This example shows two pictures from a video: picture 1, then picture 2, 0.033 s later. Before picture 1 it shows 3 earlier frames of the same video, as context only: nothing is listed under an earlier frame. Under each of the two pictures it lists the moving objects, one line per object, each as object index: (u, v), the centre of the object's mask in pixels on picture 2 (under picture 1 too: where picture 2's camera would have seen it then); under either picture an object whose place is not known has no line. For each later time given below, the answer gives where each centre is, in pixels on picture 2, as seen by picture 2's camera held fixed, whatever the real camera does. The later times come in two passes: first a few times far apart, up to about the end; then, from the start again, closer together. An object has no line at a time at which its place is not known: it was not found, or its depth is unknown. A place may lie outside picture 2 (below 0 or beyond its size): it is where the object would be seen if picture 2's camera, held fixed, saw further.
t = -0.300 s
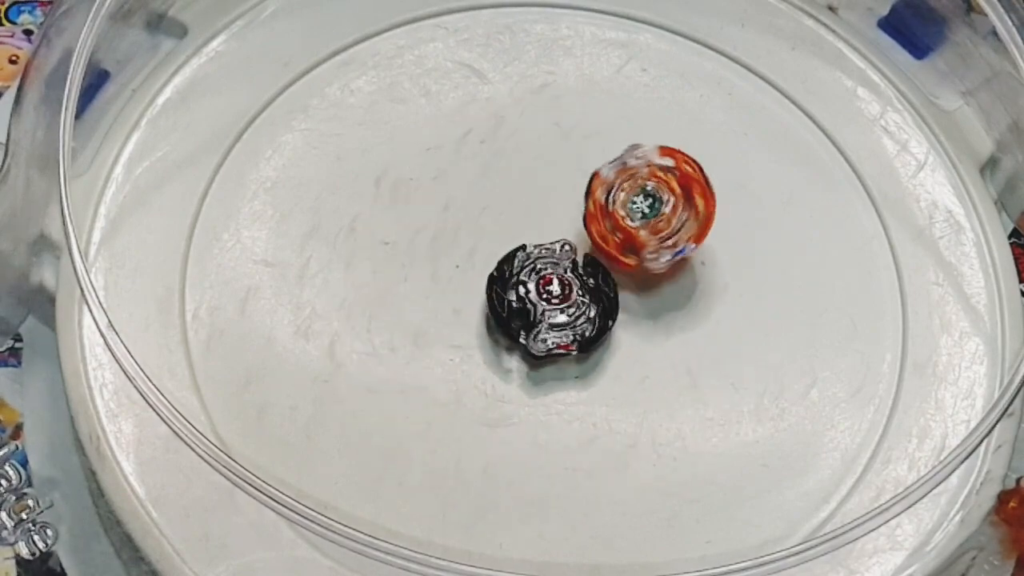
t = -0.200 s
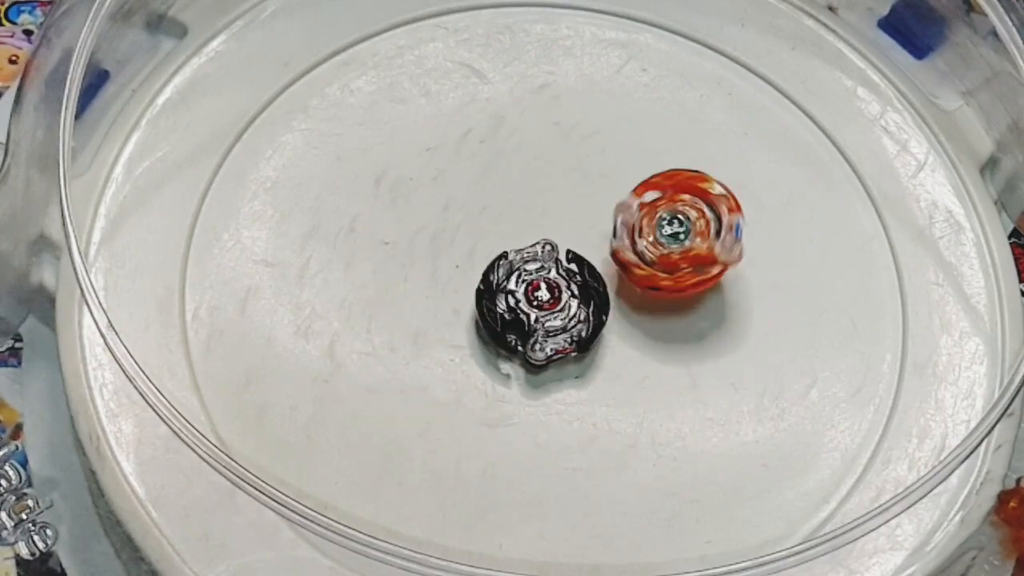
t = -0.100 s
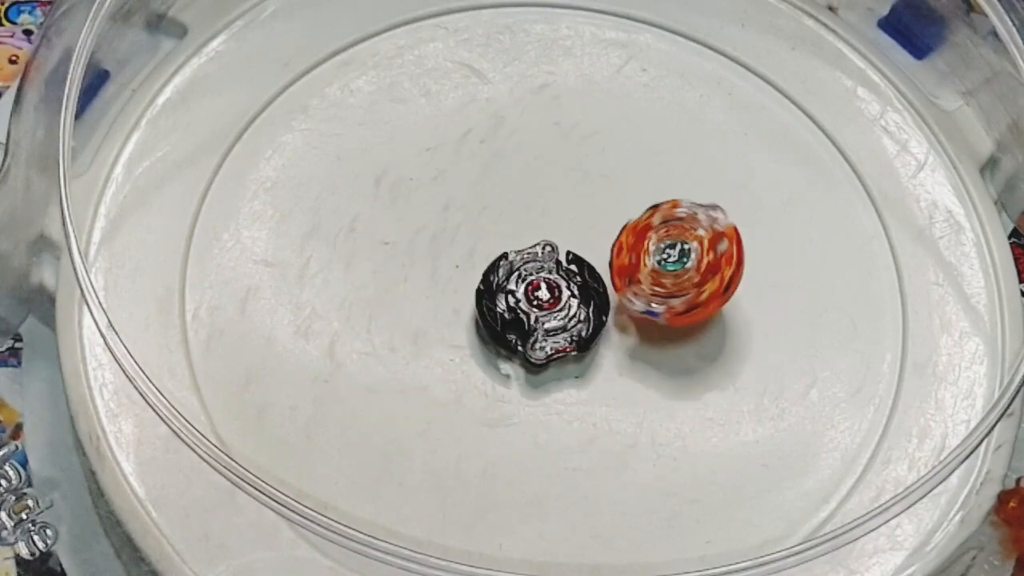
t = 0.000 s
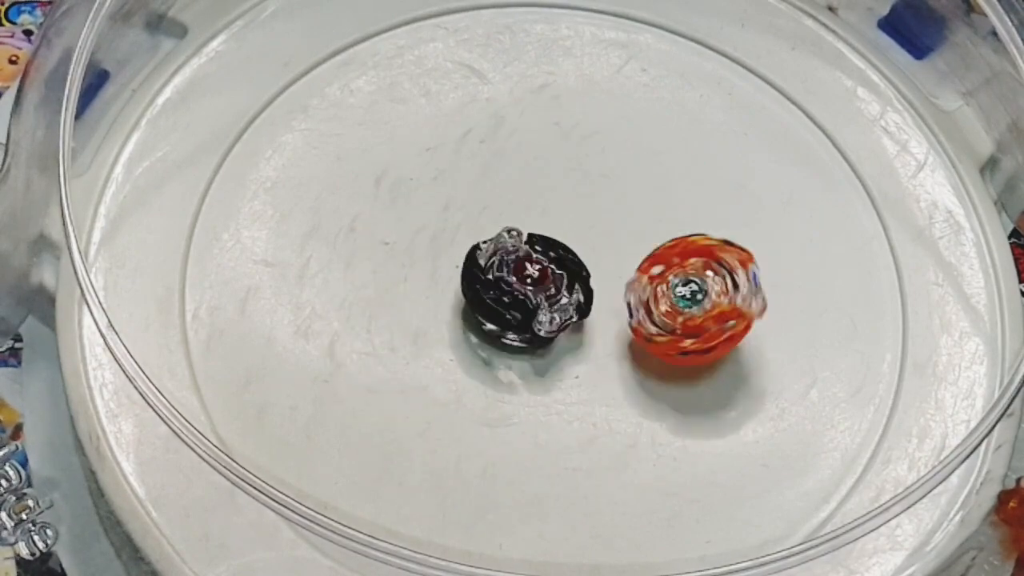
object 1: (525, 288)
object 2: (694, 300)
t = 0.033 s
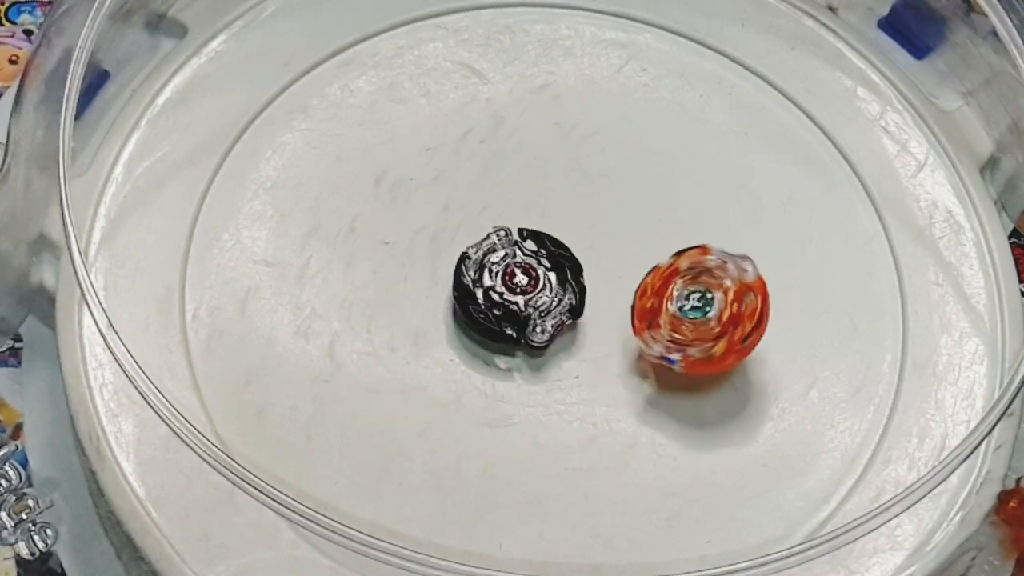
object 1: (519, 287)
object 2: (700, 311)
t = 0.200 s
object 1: (519, 289)
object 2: (674, 358)
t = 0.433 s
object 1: (518, 286)
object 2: (583, 376)
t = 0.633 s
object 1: (517, 286)
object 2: (580, 376)
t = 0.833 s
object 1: (518, 283)
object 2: (577, 377)
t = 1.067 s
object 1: (521, 280)
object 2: (571, 380)
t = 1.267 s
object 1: (521, 278)
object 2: (568, 382)
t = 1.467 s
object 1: (522, 277)
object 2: (566, 385)
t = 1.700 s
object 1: (522, 276)
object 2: (563, 388)
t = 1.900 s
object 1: (522, 275)
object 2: (560, 390)
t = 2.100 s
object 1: (523, 274)
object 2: (555, 392)
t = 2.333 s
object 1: (523, 274)
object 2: (550, 395)
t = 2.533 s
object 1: (523, 274)
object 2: (546, 394)
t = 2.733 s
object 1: (523, 274)
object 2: (544, 395)
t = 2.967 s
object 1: (523, 274)
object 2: (541, 396)
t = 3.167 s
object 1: (523, 274)
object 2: (538, 397)
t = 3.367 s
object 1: (523, 274)
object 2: (535, 396)
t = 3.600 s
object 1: (523, 274)
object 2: (531, 397)
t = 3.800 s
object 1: (523, 274)
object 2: (526, 397)
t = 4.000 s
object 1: (523, 274)
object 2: (523, 395)
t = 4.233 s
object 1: (523, 274)
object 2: (521, 395)
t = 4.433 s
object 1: (523, 274)
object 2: (520, 396)
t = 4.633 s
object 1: (523, 274)
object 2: (517, 394)
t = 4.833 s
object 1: (523, 274)
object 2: (513, 394)
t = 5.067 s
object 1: (523, 274)
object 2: (508, 393)
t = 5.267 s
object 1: (523, 274)
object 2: (505, 390)
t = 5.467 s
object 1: (523, 274)
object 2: (503, 390)
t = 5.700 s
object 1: (523, 274)
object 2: (502, 389)
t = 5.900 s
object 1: (523, 274)
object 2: (499, 388)
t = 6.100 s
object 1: (523, 274)
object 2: (496, 386)
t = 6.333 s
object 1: (523, 274)
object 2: (492, 385)
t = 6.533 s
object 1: (524, 273)
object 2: (489, 383)
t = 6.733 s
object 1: (525, 272)
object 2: (459, 356)
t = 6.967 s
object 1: (531, 271)
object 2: (393, 266)
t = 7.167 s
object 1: (538, 273)
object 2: (421, 190)
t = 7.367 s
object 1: (538, 278)
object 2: (499, 145)
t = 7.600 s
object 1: (538, 279)
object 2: (611, 168)
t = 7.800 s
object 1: (537, 281)
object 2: (676, 253)
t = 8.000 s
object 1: (537, 280)
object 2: (656, 339)
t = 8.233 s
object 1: (537, 276)
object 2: (537, 373)
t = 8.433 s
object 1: (543, 271)
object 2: (448, 327)
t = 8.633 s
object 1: (544, 272)
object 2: (411, 248)
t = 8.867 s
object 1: (547, 281)
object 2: (464, 170)
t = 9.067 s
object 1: (548, 286)
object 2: (562, 156)
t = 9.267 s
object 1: (540, 294)
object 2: (641, 199)
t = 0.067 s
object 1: (518, 288)
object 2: (701, 321)
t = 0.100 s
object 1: (519, 288)
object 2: (697, 333)
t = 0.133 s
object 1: (519, 288)
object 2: (690, 344)
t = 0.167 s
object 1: (519, 289)
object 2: (684, 352)
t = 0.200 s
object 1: (519, 289)
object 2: (674, 358)
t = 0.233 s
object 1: (519, 289)
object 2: (662, 364)
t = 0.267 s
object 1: (519, 289)
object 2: (648, 368)
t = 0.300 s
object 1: (519, 289)
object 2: (632, 372)
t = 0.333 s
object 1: (519, 289)
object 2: (614, 373)
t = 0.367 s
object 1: (518, 288)
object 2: (597, 376)
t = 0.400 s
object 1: (517, 287)
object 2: (583, 377)
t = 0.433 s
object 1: (518, 286)
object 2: (583, 376)
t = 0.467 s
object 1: (517, 287)
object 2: (582, 377)
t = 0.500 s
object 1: (517, 287)
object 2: (582, 376)
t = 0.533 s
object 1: (518, 286)
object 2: (581, 376)
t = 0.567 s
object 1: (517, 286)
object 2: (581, 376)
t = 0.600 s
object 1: (517, 286)
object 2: (580, 376)
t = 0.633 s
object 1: (517, 286)
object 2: (580, 376)
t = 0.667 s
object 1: (517, 286)
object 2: (579, 376)
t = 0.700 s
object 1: (517, 286)
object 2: (578, 375)
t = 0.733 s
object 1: (517, 286)
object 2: (578, 376)
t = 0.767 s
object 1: (517, 285)
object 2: (578, 377)
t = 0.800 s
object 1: (517, 284)
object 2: (577, 377)
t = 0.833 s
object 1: (518, 283)
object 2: (577, 377)
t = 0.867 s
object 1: (518, 283)
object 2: (576, 377)
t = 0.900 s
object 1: (519, 282)
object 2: (576, 378)
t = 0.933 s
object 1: (519, 282)
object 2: (575, 379)
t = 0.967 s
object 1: (519, 281)
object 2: (574, 379)
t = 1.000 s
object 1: (520, 281)
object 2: (573, 379)
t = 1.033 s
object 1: (520, 280)
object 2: (572, 379)
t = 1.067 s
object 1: (521, 280)
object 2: (571, 380)
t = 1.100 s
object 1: (521, 280)
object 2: (571, 380)
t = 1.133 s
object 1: (520, 280)
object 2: (570, 380)
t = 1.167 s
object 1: (521, 279)
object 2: (569, 381)
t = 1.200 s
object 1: (521, 279)
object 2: (569, 381)
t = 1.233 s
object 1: (521, 279)
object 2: (569, 381)
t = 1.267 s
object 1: (521, 278)
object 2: (568, 382)
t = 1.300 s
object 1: (522, 278)
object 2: (567, 382)
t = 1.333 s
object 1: (522, 278)
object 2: (567, 382)
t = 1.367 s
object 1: (522, 278)
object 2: (566, 383)
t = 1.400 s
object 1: (522, 277)
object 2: (566, 383)
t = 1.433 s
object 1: (522, 277)
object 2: (566, 385)
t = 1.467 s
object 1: (522, 277)
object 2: (566, 385)
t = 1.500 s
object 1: (522, 277)
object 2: (566, 386)
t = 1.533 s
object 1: (522, 277)
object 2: (565, 387)
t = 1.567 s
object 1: (522, 277)
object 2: (565, 387)
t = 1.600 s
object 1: (522, 276)
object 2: (565, 387)
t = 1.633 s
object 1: (522, 276)
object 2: (564, 388)
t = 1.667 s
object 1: (522, 276)
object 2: (564, 388)
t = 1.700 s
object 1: (522, 276)
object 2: (563, 388)
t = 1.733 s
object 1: (522, 276)
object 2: (563, 389)
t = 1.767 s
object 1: (522, 275)
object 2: (562, 388)
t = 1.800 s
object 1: (522, 275)
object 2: (561, 389)
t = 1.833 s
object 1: (522, 275)
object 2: (561, 389)
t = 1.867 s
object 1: (522, 275)
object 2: (560, 389)
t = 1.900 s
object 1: (522, 275)
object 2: (560, 390)
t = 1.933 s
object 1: (522, 275)
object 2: (559, 390)
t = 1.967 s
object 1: (522, 275)
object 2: (559, 390)
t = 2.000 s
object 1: (522, 275)
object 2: (558, 391)
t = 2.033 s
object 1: (522, 275)
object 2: (557, 391)
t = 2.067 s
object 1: (522, 275)
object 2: (556, 392)
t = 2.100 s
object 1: (523, 274)
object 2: (555, 392)
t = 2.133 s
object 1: (523, 274)
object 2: (554, 392)
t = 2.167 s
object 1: (523, 274)
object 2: (554, 392)
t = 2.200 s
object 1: (523, 274)
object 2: (553, 393)
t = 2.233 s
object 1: (523, 274)
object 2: (553, 393)
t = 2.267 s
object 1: (523, 274)
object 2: (552, 394)
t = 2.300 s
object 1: (523, 274)
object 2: (551, 394)
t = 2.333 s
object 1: (523, 274)
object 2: (550, 395)
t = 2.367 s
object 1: (523, 274)
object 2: (549, 395)
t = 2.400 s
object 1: (522, 274)
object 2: (548, 395)
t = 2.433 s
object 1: (523, 274)
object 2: (548, 395)
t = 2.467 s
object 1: (523, 274)
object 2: (547, 394)
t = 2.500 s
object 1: (523, 274)
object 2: (547, 395)
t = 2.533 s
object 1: (523, 274)
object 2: (546, 394)
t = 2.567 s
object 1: (523, 274)
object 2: (545, 395)
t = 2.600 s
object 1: (523, 274)
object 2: (545, 395)
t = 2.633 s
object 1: (523, 274)
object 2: (545, 395)
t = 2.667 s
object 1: (523, 274)
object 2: (544, 395)
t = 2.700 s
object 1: (523, 275)
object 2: (544, 394)
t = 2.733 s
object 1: (523, 274)
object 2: (544, 395)
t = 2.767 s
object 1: (523, 274)
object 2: (543, 395)
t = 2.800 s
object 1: (523, 274)
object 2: (543, 395)
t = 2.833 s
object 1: (523, 273)
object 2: (543, 395)
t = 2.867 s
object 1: (523, 274)
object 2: (543, 395)
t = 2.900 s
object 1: (523, 273)
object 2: (542, 396)
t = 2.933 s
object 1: (524, 273)
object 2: (542, 396)
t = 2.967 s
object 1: (523, 274)
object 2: (541, 396)
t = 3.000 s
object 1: (523, 274)
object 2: (541, 396)
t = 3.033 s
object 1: (523, 274)
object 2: (540, 396)
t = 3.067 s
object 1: (523, 273)
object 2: (540, 398)
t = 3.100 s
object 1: (523, 274)
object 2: (539, 397)
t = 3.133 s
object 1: (523, 274)
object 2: (539, 396)
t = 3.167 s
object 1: (523, 274)
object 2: (538, 397)
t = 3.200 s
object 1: (523, 274)
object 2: (538, 397)
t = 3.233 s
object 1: (523, 274)
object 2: (537, 396)
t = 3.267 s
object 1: (523, 274)
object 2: (537, 396)
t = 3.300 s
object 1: (523, 274)
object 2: (536, 396)
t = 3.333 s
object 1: (523, 274)
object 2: (536, 396)
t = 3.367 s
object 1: (523, 274)
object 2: (535, 396)
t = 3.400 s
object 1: (524, 274)
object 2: (535, 397)
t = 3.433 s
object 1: (524, 274)
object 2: (534, 397)
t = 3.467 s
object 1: (523, 274)
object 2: (533, 397)
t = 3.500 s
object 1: (523, 273)
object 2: (532, 397)
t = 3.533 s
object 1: (523, 274)
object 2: (532, 397)
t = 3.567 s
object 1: (523, 273)
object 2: (531, 397)
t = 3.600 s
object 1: (523, 274)
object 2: (531, 397)
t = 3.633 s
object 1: (523, 274)
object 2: (530, 397)
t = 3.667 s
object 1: (523, 274)
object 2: (529, 397)
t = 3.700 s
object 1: (523, 274)
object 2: (528, 397)
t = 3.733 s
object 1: (523, 274)
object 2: (527, 397)
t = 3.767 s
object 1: (523, 274)
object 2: (526, 397)
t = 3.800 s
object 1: (523, 274)
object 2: (526, 397)
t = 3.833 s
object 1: (523, 274)
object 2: (525, 397)
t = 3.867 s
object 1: (523, 274)
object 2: (525, 396)
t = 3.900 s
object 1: (523, 274)
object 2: (524, 396)
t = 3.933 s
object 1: (523, 274)
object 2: (524, 396)
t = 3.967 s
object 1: (523, 274)
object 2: (524, 395)
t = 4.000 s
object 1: (523, 274)
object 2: (523, 395)
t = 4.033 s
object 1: (523, 274)
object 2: (523, 396)
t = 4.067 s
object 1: (523, 274)
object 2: (522, 396)
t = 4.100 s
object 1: (523, 274)
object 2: (523, 396)
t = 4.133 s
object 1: (523, 274)
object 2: (522, 396)
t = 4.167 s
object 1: (523, 274)
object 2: (522, 396)
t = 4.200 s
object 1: (523, 274)
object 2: (521, 396)
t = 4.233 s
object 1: (523, 274)
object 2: (521, 395)
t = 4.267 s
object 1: (524, 274)
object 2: (521, 395)
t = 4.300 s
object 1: (523, 274)
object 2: (521, 395)
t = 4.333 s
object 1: (523, 274)
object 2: (520, 395)
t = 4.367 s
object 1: (523, 274)
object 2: (520, 396)
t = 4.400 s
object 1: (523, 274)
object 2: (520, 396)
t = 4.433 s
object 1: (523, 274)
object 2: (520, 396)
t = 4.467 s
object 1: (523, 274)
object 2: (519, 396)
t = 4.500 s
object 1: (523, 274)
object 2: (518, 396)
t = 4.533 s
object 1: (523, 274)
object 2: (518, 396)
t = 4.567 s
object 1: (523, 274)
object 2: (517, 395)
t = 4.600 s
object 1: (523, 274)
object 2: (517, 395)
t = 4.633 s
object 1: (523, 274)
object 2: (517, 394)
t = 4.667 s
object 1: (523, 274)
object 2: (516, 394)
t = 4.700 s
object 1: (523, 274)
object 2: (516, 394)
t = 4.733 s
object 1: (523, 274)
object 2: (515, 394)
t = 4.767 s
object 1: (523, 274)
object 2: (515, 394)
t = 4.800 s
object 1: (523, 274)
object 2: (514, 394)
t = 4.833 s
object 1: (523, 274)
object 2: (513, 394)
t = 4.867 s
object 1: (523, 274)
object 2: (512, 394)
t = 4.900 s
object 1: (523, 274)
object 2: (511, 394)
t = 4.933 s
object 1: (523, 274)
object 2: (511, 393)
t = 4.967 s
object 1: (523, 274)
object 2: (511, 393)
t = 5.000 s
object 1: (523, 274)
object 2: (510, 394)
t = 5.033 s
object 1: (523, 274)
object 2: (509, 393)
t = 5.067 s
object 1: (523, 274)
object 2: (508, 393)
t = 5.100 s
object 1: (523, 274)
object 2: (508, 393)
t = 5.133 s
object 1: (523, 274)
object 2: (507, 392)
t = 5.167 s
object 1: (523, 274)
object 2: (507, 392)
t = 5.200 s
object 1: (523, 274)
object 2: (506, 391)
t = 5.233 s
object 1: (523, 274)
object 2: (505, 391)
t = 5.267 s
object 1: (523, 274)
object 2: (505, 390)
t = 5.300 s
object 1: (523, 274)
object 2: (505, 390)
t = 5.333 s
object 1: (523, 274)
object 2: (504, 390)
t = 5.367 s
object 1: (523, 274)
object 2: (504, 390)
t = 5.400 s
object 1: (524, 274)
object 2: (504, 390)
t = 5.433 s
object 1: (524, 274)
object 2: (504, 390)
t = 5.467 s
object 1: (523, 274)
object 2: (503, 390)
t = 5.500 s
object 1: (523, 273)
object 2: (503, 390)
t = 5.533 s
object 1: (523, 274)
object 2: (503, 390)
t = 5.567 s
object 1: (523, 274)
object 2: (503, 389)
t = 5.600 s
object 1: (523, 274)
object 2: (503, 389)
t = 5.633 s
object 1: (523, 274)
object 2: (503, 389)
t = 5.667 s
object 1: (523, 274)
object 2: (502, 389)
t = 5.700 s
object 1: (523, 274)
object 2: (502, 389)
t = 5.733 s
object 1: (523, 274)
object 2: (502, 389)
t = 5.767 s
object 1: (523, 274)
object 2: (501, 389)
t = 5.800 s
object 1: (523, 274)
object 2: (501, 389)
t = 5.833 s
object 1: (523, 274)
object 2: (501, 389)
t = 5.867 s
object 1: (523, 274)
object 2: (499, 389)
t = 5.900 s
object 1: (523, 274)
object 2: (499, 388)
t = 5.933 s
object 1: (523, 274)
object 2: (498, 388)
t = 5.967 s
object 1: (523, 274)
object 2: (498, 387)
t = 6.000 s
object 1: (523, 274)
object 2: (498, 387)
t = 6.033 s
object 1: (523, 274)
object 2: (497, 387)
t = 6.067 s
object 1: (523, 274)
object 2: (497, 387)
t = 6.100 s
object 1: (523, 274)
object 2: (496, 386)
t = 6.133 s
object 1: (523, 274)
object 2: (496, 386)
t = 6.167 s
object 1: (523, 274)
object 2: (495, 386)
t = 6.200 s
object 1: (523, 274)
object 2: (494, 386)
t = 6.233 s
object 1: (523, 275)
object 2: (493, 386)
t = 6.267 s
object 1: (523, 274)
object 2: (493, 385)
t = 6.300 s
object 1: (523, 274)
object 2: (493, 385)
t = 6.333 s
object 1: (523, 274)
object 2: (492, 385)
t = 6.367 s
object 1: (523, 274)
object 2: (491, 384)
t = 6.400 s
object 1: (523, 275)
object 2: (491, 384)
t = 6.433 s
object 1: (523, 275)
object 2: (490, 384)
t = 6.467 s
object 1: (523, 274)
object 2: (490, 384)
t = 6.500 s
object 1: (523, 273)
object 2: (489, 384)
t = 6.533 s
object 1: (524, 273)
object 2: (489, 383)
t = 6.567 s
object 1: (524, 273)
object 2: (488, 382)
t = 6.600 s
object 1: (523, 274)
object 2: (487, 382)
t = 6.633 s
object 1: (523, 274)
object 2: (487, 381)
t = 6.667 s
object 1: (523, 274)
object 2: (484, 378)
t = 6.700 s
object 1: (524, 273)
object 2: (470, 367)
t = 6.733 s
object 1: (525, 272)
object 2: (459, 356)
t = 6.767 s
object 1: (527, 270)
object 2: (451, 343)
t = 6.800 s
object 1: (530, 266)
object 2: (432, 332)
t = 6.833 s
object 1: (531, 268)
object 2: (417, 319)
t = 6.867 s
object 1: (532, 269)
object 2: (407, 308)
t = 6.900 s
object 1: (532, 269)
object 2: (401, 294)
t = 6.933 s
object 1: (531, 271)
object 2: (397, 281)
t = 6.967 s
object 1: (531, 271)
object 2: (393, 266)
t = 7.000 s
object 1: (531, 271)
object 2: (395, 255)
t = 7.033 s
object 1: (532, 271)
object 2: (401, 244)
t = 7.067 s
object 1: (532, 271)
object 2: (406, 229)
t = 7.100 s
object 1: (534, 268)
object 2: (408, 214)
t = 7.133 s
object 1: (538, 272)
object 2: (414, 201)
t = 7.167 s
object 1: (538, 273)
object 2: (421, 190)
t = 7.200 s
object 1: (538, 273)
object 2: (430, 179)
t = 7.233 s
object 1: (538, 273)
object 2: (442, 172)
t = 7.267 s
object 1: (538, 273)
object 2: (456, 165)
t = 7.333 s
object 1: (537, 277)
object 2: (484, 151)
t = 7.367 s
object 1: (538, 278)
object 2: (499, 145)
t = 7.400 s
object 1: (538, 278)
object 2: (514, 142)
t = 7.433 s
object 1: (538, 279)
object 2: (532, 142)
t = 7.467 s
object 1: (538, 279)
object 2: (548, 142)
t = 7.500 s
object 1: (538, 279)
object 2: (565, 146)
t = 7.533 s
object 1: (538, 279)
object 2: (582, 151)
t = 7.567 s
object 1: (538, 279)
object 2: (596, 158)
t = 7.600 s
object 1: (538, 279)
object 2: (611, 168)
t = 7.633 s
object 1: (538, 279)
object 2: (626, 179)
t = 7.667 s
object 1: (538, 279)
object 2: (639, 191)
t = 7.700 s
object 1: (537, 279)
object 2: (650, 206)
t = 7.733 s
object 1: (537, 280)
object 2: (662, 220)
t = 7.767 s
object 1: (538, 280)
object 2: (670, 235)
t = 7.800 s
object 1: (537, 281)
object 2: (676, 253)
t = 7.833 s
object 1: (538, 280)
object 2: (680, 268)
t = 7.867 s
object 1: (538, 280)
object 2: (680, 283)
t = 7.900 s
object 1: (538, 280)
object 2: (678, 298)
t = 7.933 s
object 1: (537, 281)
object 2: (673, 313)
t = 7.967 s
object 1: (537, 281)
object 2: (665, 327)
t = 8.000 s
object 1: (537, 280)
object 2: (656, 339)
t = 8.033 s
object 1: (537, 280)
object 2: (642, 350)
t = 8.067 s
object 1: (537, 279)
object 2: (627, 360)
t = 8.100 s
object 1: (536, 279)
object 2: (610, 367)
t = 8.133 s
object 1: (536, 279)
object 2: (592, 373)
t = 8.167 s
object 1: (536, 277)
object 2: (574, 376)
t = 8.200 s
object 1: (537, 276)
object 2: (555, 376)
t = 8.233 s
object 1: (537, 276)
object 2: (537, 373)
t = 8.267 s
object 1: (540, 269)
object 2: (518, 372)
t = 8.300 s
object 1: (541, 272)
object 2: (500, 367)
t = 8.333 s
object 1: (542, 270)
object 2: (484, 362)
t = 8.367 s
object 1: (542, 271)
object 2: (470, 352)
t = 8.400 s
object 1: (543, 270)
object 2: (458, 340)
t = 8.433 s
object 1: (543, 271)
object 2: (448, 327)
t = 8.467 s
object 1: (545, 269)
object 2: (432, 314)
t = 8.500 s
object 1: (545, 272)
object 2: (423, 302)
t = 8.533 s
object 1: (544, 272)
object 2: (415, 288)
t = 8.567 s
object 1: (543, 272)
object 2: (412, 275)
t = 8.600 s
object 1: (543, 272)
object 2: (411, 261)
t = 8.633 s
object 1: (544, 272)
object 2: (411, 248)
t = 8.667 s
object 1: (544, 272)
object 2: (418, 235)
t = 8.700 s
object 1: (545, 271)
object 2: (421, 222)
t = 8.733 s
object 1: (545, 271)
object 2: (427, 207)
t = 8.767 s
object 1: (547, 272)
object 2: (432, 195)
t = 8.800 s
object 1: (547, 272)
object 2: (443, 185)
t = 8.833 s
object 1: (547, 275)
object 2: (451, 177)
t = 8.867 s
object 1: (547, 281)
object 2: (464, 170)
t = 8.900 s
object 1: (547, 279)
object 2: (475, 165)
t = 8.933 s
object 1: (548, 280)
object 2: (491, 162)
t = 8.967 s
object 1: (548, 282)
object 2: (508, 157)
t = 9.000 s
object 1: (547, 282)
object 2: (526, 157)
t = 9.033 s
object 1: (548, 286)
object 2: (546, 152)
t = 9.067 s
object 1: (548, 286)
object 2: (562, 156)
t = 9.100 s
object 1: (548, 286)
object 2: (572, 160)
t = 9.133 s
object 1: (548, 286)
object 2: (583, 163)
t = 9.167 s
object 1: (548, 287)
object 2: (598, 170)
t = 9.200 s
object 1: (545, 287)
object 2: (619, 177)
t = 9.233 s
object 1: (540, 292)
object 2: (635, 188)
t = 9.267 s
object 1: (540, 294)
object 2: (641, 199)
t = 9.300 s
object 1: (541, 293)
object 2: (643, 205)
